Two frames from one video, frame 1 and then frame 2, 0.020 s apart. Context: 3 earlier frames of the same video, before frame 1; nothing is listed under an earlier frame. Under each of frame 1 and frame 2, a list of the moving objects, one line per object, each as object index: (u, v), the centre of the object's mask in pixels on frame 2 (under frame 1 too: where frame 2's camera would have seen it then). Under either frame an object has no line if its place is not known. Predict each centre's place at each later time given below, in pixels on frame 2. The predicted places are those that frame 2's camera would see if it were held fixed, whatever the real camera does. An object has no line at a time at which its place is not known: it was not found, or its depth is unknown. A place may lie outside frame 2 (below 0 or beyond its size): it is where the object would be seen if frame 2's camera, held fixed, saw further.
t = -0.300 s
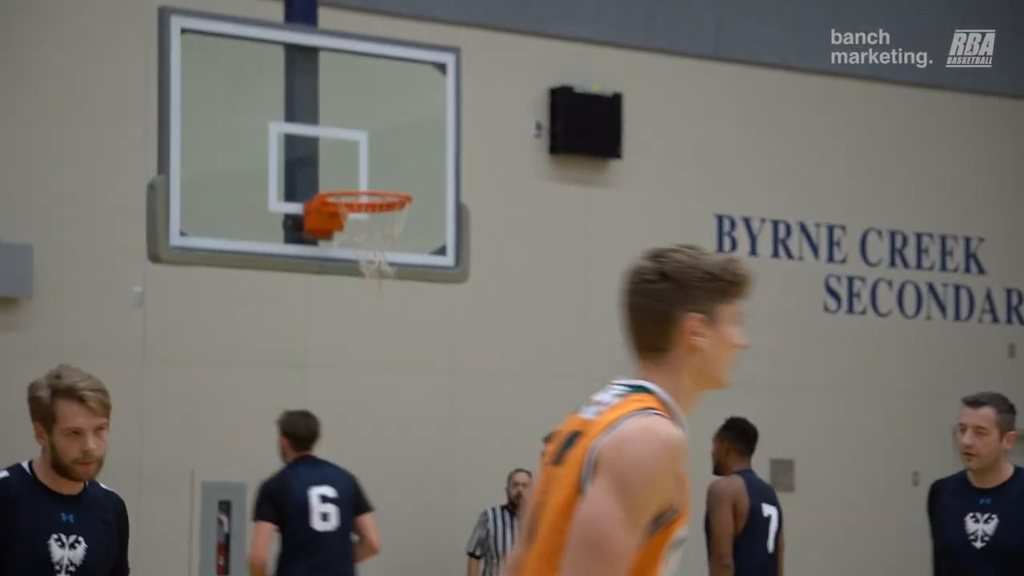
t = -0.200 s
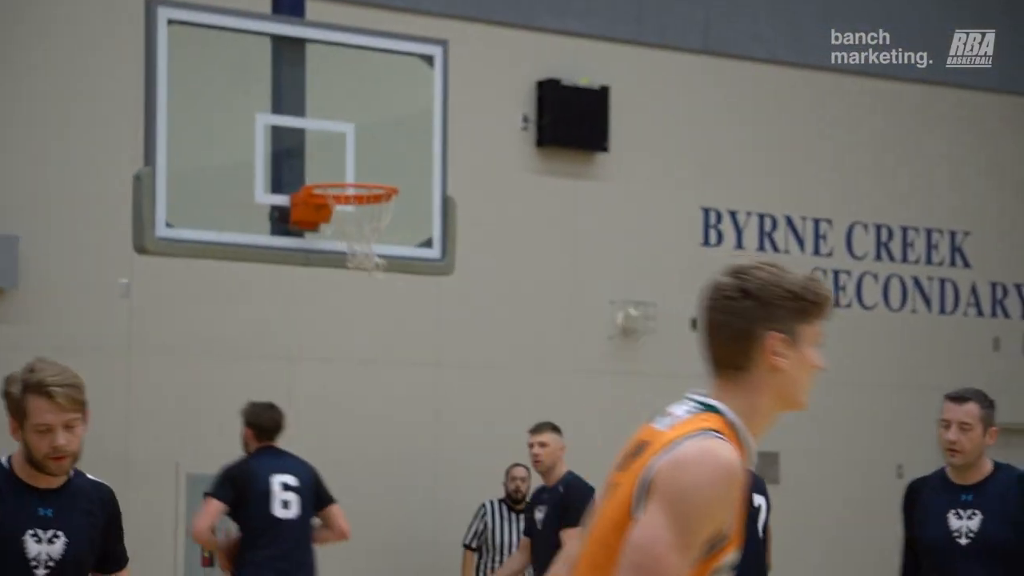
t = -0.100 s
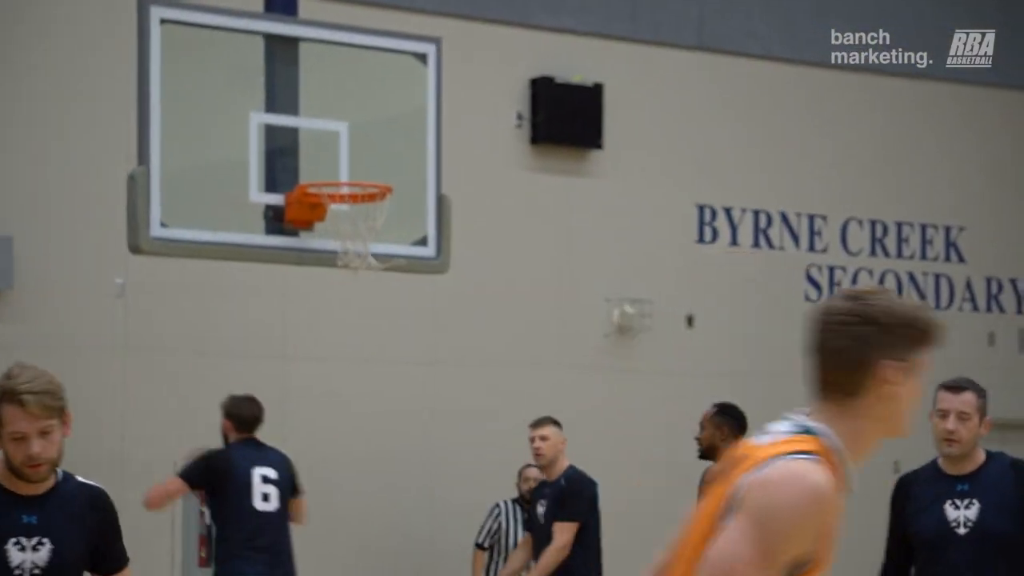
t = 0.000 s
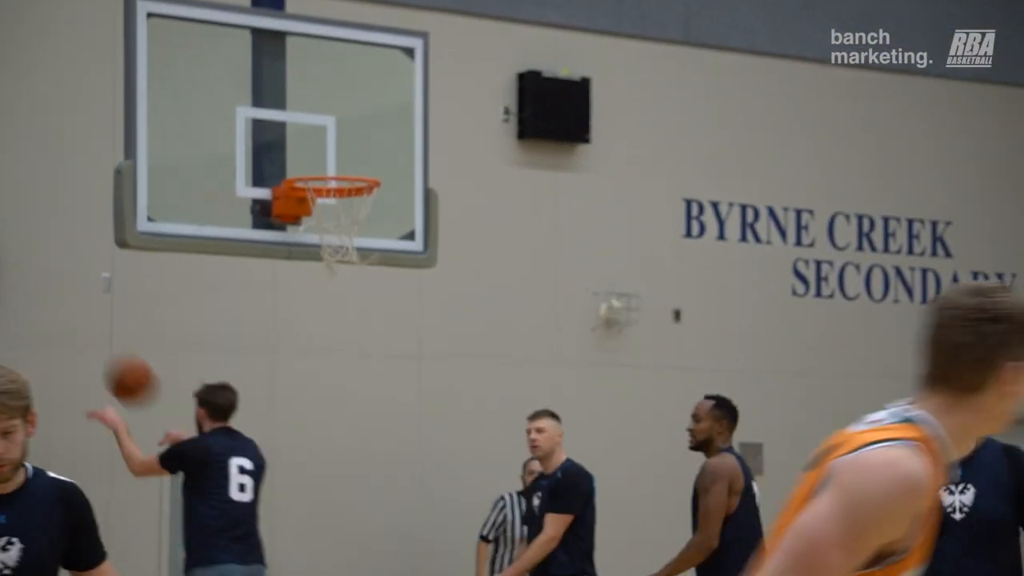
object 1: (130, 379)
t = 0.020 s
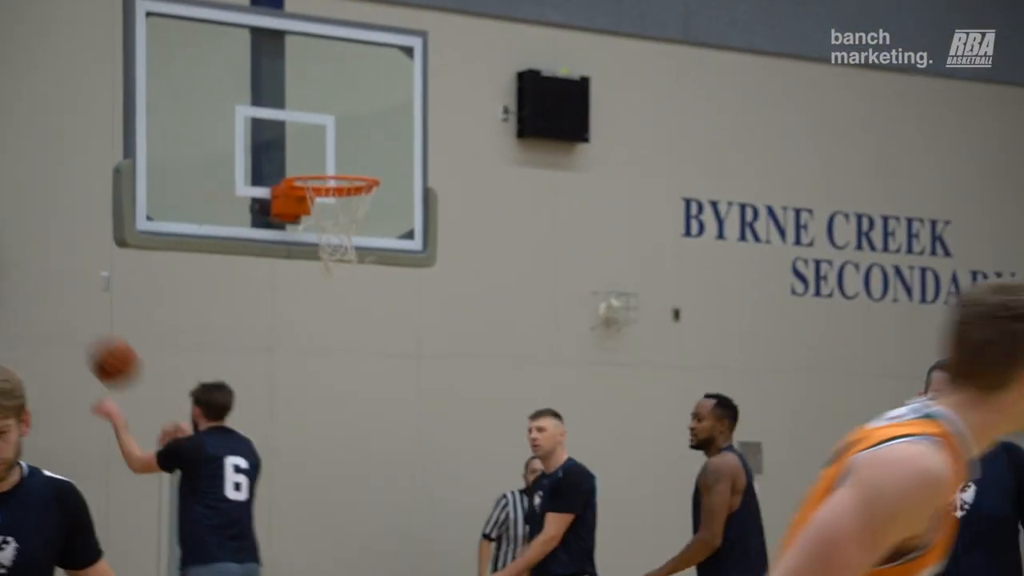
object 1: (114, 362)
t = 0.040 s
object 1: (98, 346)
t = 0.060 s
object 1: (82, 331)
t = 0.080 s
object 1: (66, 316)
